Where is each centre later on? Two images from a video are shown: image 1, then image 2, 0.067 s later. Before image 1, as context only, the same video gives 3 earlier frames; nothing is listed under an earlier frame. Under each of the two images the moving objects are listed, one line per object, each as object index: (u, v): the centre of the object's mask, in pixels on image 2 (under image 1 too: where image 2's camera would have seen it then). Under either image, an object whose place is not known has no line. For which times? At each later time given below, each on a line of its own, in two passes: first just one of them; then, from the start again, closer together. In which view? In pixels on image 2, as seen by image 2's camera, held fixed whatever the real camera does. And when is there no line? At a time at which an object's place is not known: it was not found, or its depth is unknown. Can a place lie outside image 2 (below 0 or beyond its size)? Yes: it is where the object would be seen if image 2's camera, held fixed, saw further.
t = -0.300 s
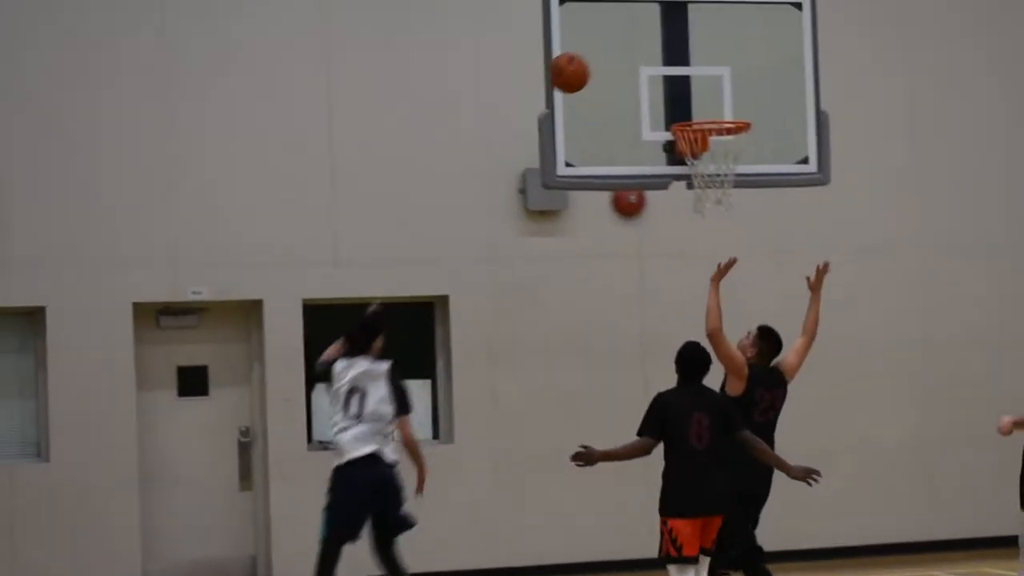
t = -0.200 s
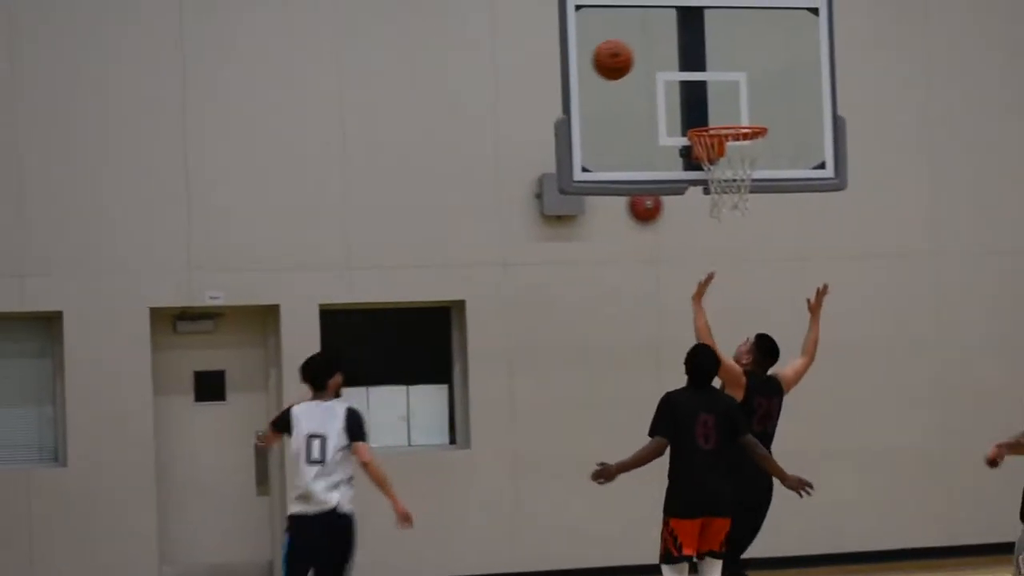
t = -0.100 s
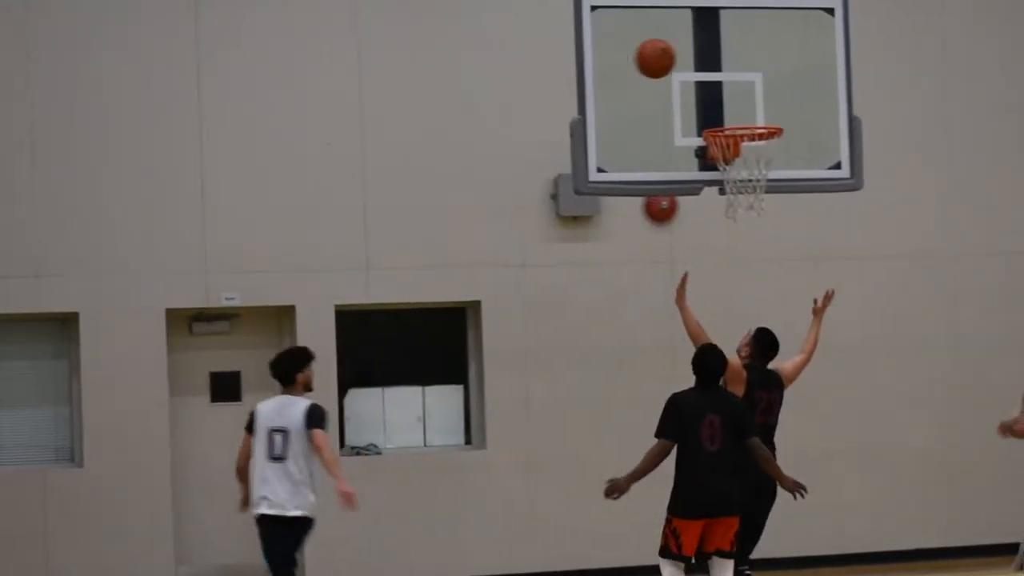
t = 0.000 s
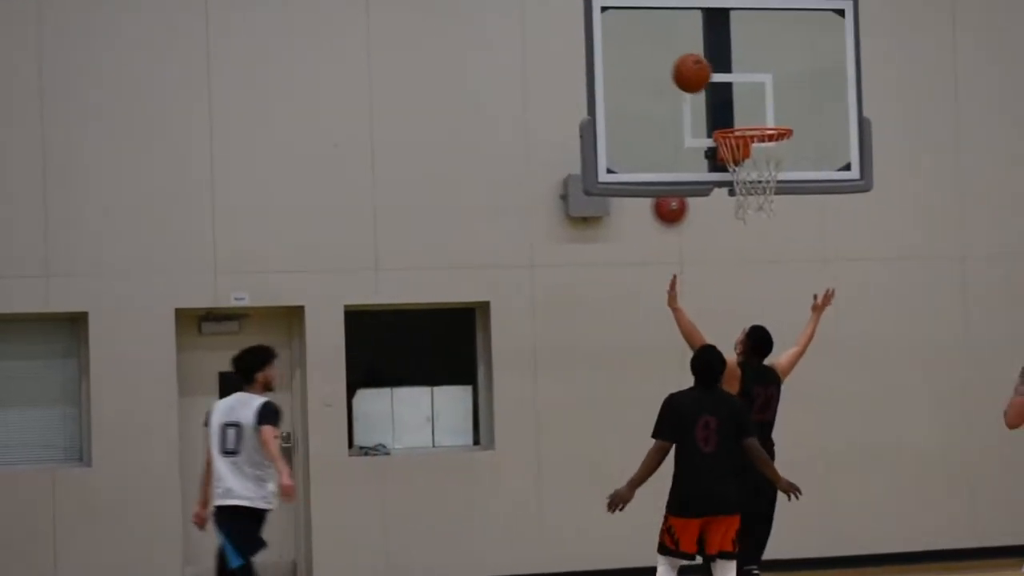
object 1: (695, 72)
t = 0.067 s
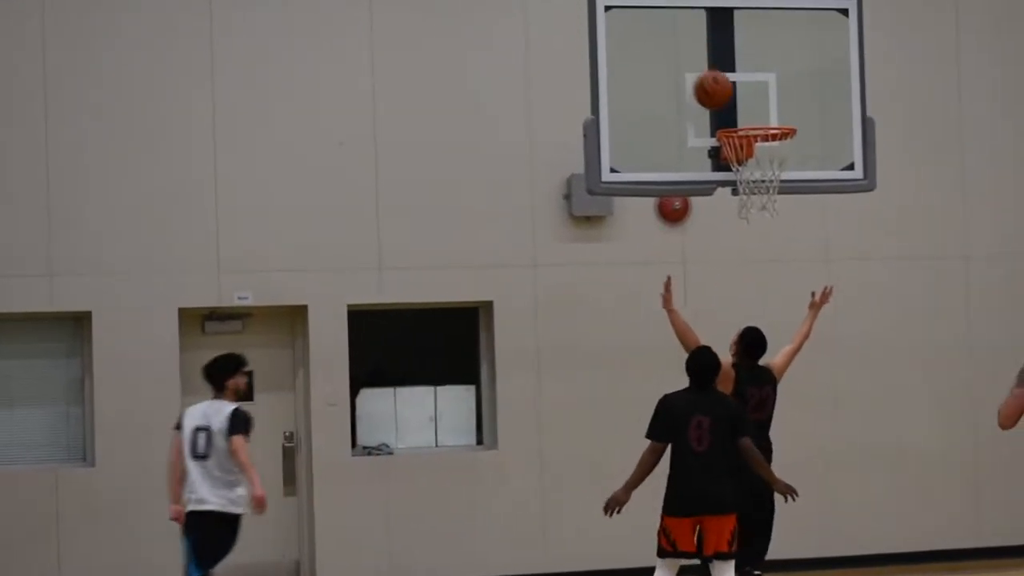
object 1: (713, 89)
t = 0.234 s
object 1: (747, 102)
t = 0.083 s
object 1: (718, 95)
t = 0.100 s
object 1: (722, 101)
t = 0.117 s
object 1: (727, 107)
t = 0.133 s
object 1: (732, 110)
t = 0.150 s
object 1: (736, 113)
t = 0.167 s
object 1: (739, 111)
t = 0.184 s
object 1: (741, 109)
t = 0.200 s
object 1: (743, 106)
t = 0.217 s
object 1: (745, 104)
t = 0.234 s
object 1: (747, 102)
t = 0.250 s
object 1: (749, 100)
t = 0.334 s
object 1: (759, 98)
